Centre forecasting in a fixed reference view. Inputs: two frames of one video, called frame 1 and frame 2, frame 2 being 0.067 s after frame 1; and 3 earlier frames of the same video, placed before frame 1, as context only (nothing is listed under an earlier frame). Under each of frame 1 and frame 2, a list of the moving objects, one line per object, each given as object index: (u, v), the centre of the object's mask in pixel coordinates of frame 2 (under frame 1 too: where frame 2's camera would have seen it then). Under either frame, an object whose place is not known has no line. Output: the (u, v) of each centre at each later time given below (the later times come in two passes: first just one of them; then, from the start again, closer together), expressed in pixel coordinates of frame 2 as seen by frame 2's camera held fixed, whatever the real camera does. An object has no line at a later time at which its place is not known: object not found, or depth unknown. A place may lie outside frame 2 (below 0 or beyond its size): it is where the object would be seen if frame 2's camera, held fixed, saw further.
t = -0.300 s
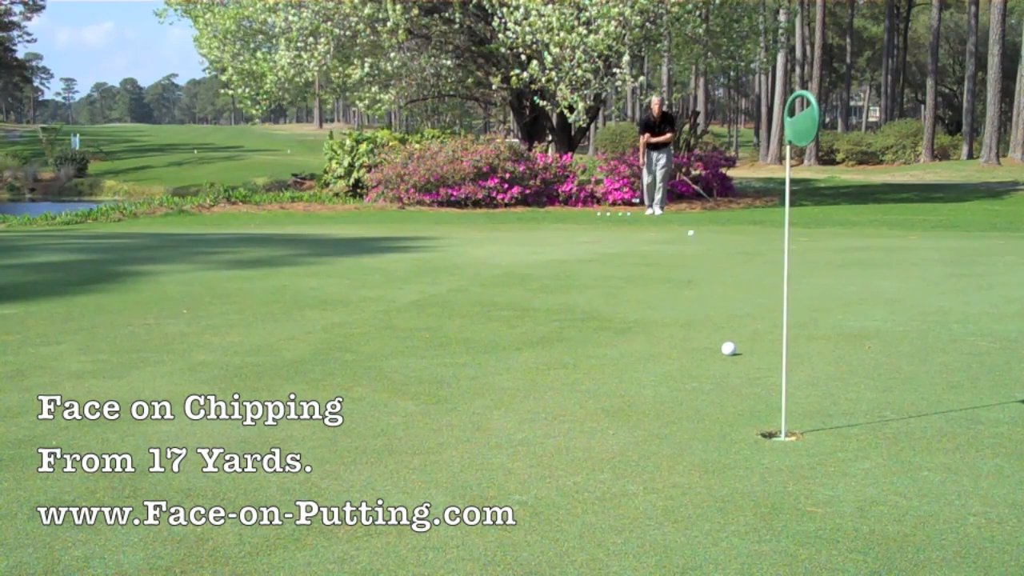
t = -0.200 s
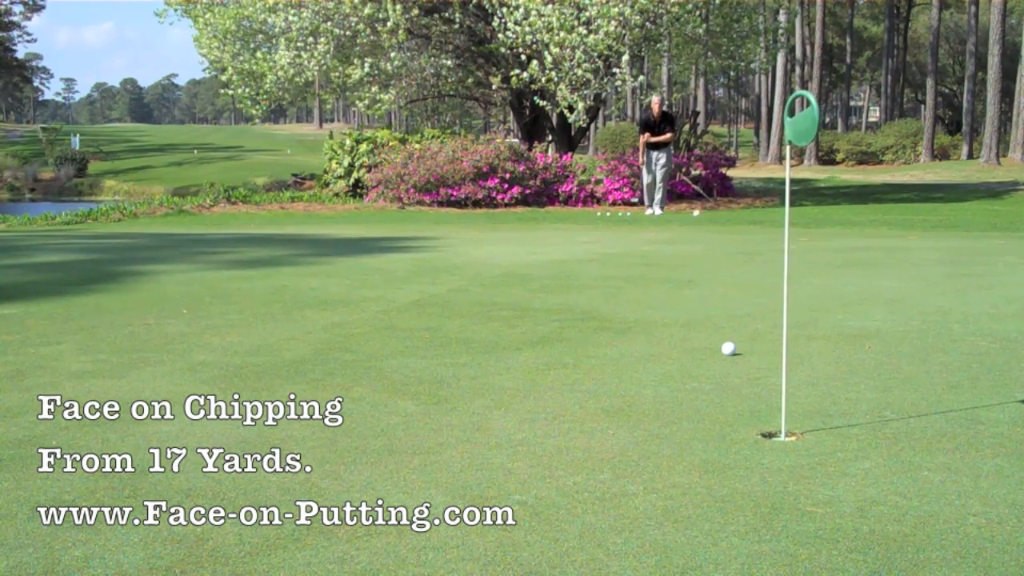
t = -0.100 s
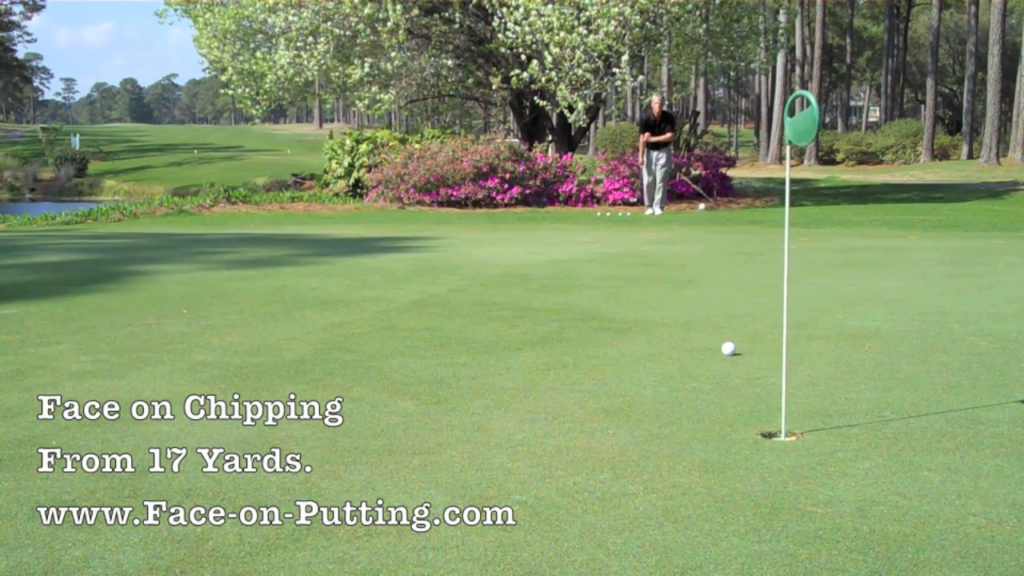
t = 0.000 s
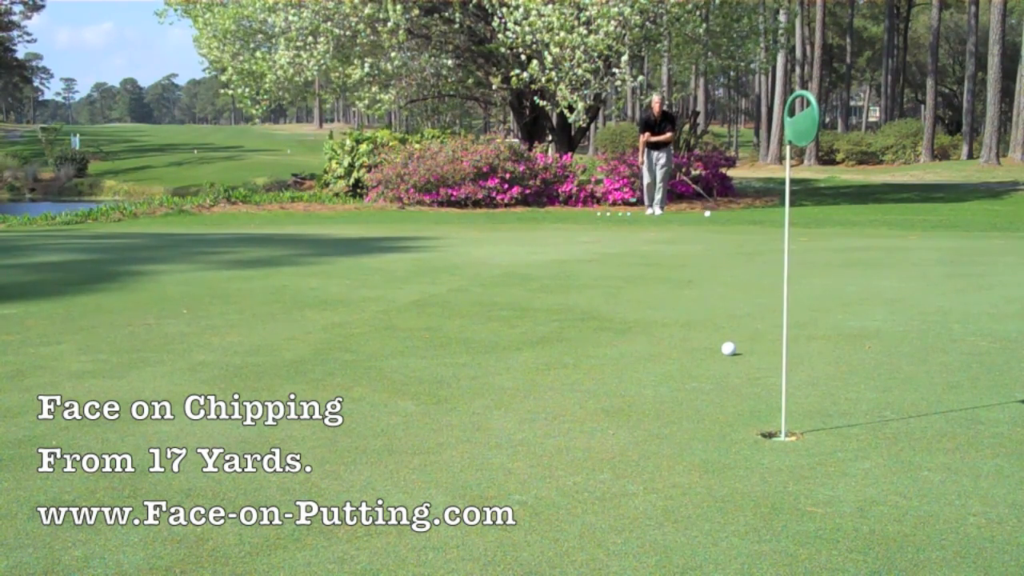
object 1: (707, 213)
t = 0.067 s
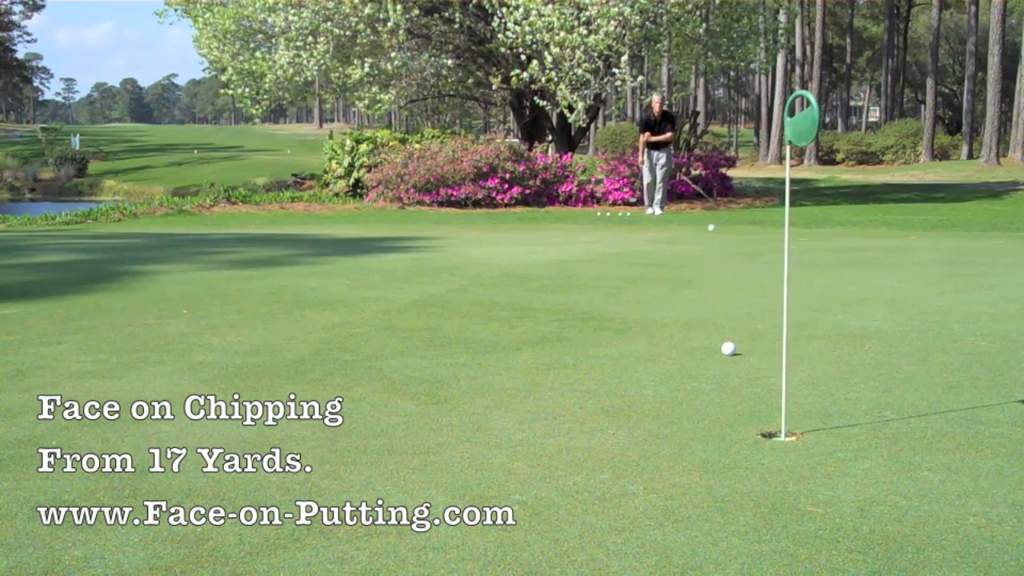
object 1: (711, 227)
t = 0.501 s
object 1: (745, 251)
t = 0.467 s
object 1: (743, 251)
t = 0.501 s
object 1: (745, 251)
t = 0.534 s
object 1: (748, 252)
